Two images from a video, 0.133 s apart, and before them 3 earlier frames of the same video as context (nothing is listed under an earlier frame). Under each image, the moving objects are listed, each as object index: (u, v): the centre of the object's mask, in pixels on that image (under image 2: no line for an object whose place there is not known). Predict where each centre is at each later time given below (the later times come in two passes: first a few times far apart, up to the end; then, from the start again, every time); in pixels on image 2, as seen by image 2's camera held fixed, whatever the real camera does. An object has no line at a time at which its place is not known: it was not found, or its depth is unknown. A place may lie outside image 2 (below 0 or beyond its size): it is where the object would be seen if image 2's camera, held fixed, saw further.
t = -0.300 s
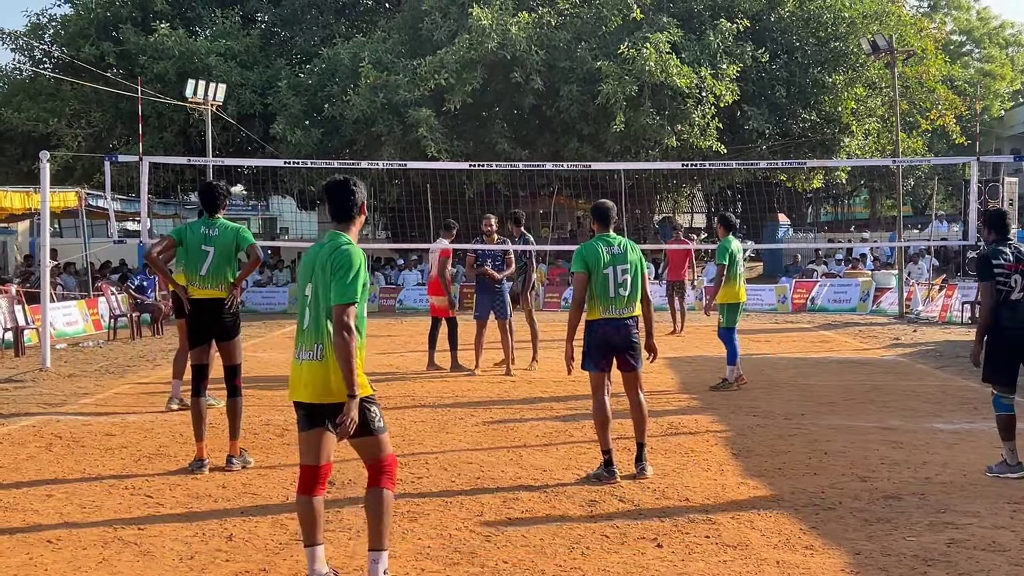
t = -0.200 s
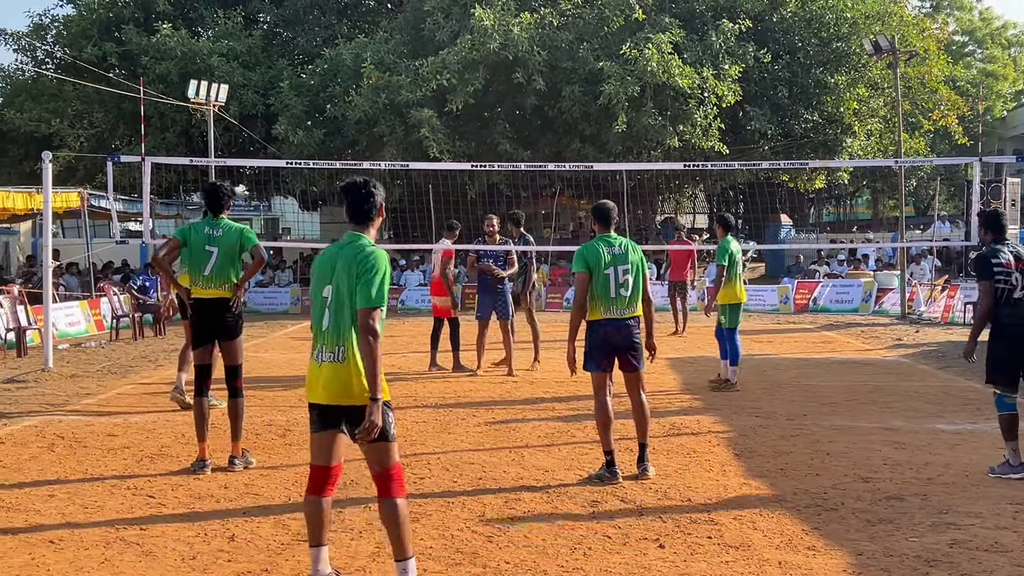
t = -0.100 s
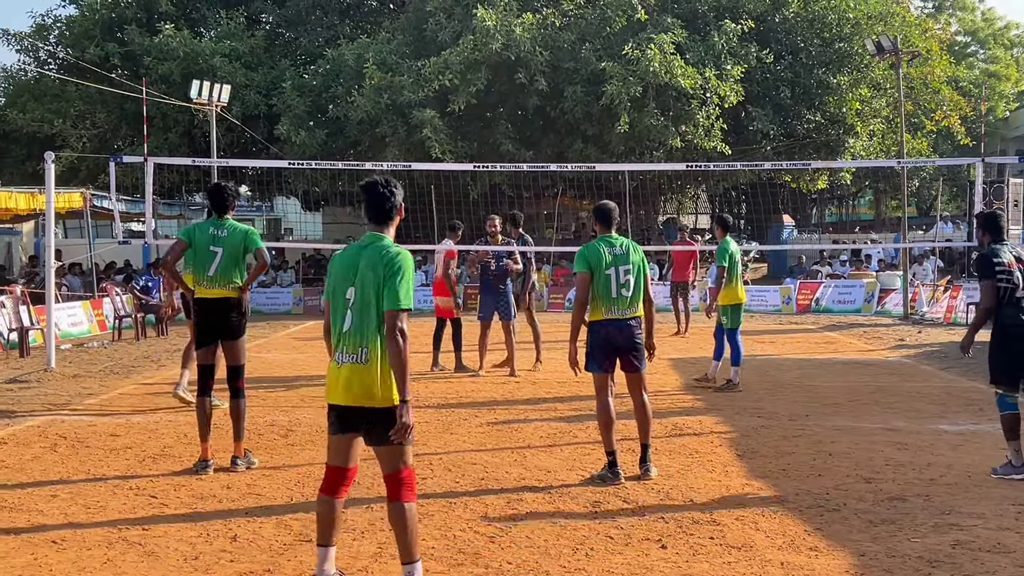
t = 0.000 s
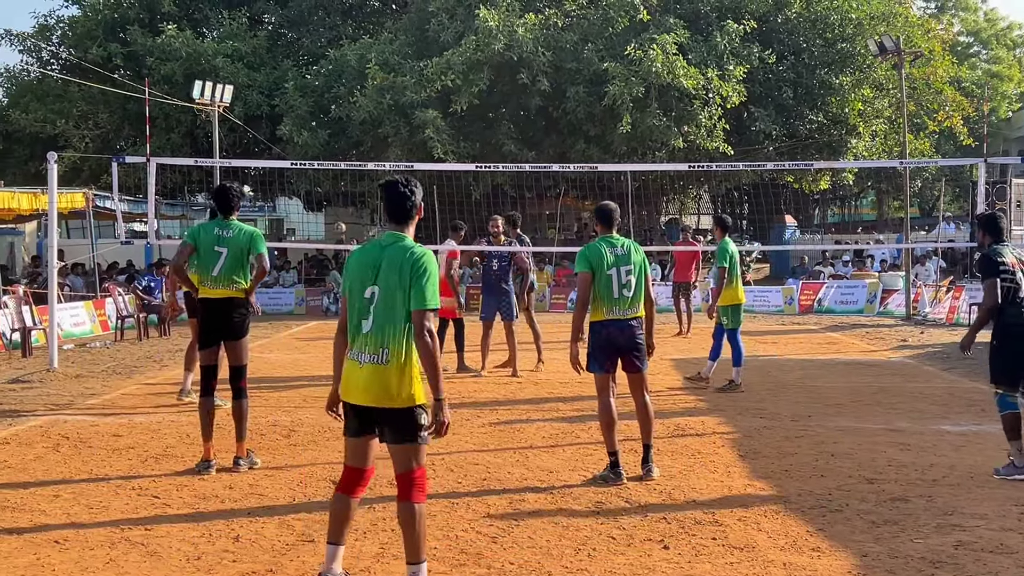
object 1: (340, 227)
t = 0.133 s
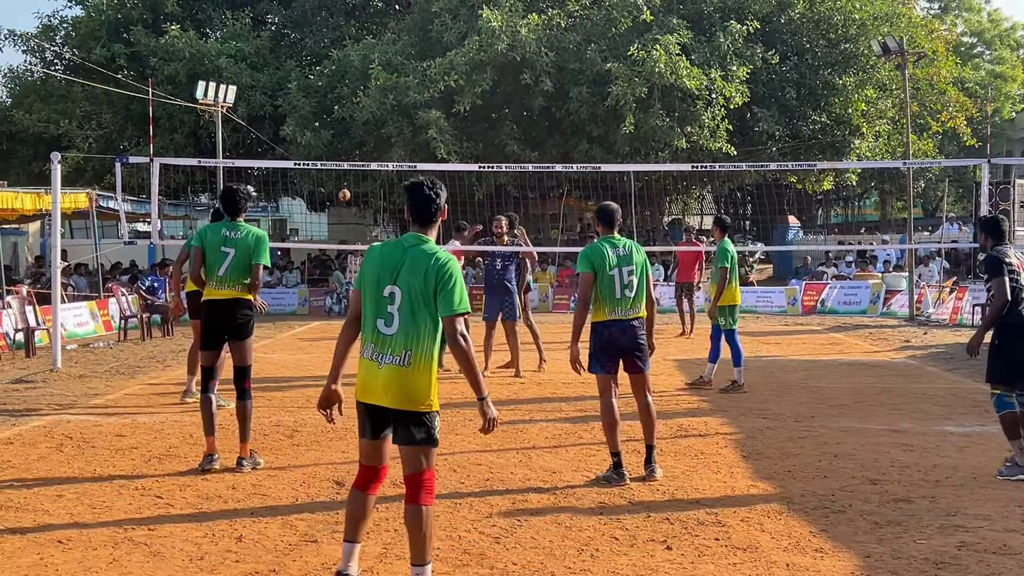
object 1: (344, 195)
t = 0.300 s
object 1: (347, 162)
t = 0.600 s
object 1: (353, 152)
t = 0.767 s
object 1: (357, 161)
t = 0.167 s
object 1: (345, 188)
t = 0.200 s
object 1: (346, 182)
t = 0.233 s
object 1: (346, 176)
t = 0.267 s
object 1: (347, 173)
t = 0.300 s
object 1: (347, 162)
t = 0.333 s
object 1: (348, 160)
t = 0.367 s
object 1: (349, 158)
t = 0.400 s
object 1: (350, 156)
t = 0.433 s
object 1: (350, 154)
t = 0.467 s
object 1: (351, 153)
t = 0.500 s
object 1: (351, 152)
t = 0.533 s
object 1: (352, 151)
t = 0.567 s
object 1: (353, 151)
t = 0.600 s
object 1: (353, 152)
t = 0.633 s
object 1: (354, 153)
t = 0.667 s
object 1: (355, 155)
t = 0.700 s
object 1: (355, 157)
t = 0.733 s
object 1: (356, 159)
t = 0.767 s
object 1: (357, 161)
